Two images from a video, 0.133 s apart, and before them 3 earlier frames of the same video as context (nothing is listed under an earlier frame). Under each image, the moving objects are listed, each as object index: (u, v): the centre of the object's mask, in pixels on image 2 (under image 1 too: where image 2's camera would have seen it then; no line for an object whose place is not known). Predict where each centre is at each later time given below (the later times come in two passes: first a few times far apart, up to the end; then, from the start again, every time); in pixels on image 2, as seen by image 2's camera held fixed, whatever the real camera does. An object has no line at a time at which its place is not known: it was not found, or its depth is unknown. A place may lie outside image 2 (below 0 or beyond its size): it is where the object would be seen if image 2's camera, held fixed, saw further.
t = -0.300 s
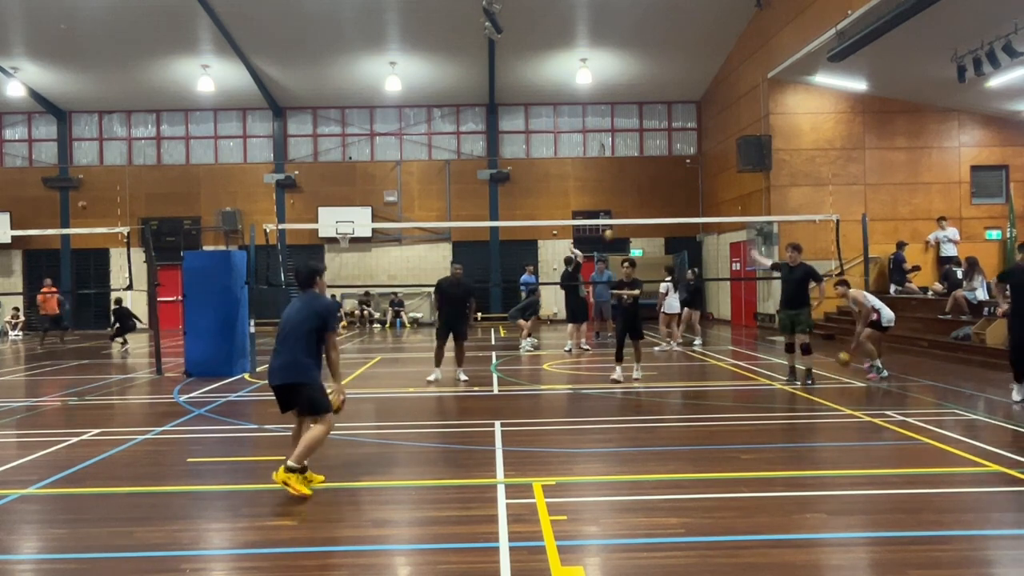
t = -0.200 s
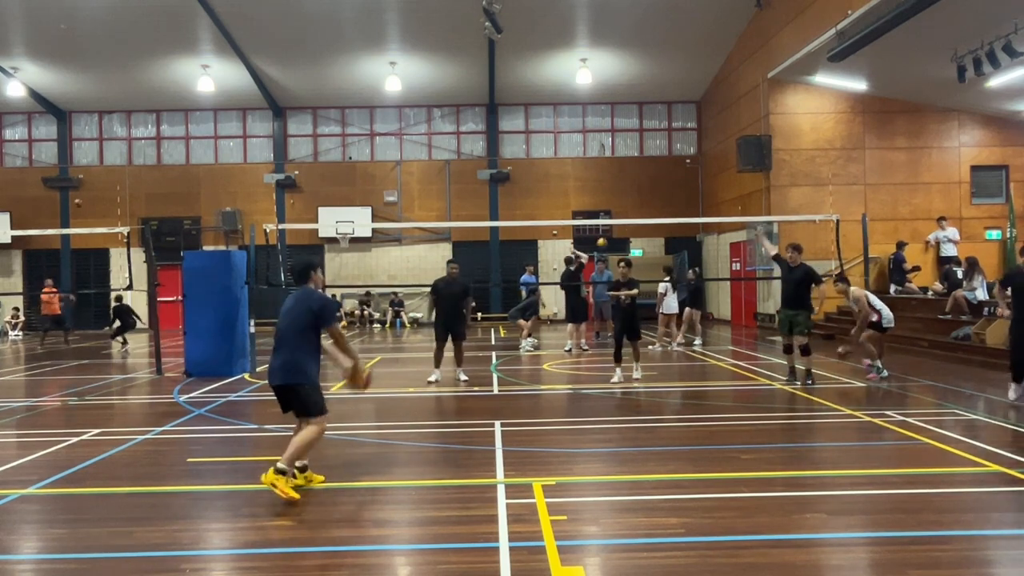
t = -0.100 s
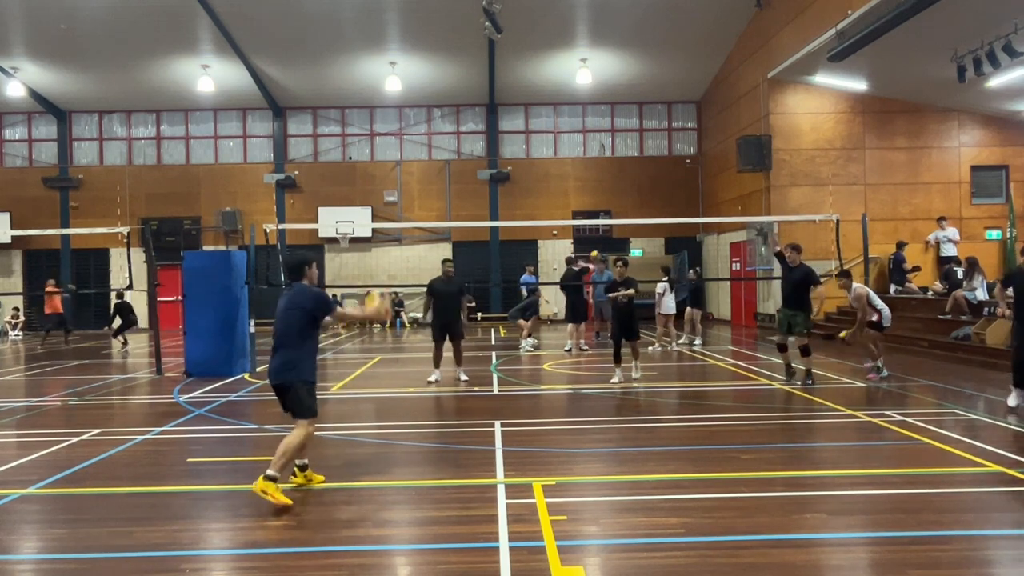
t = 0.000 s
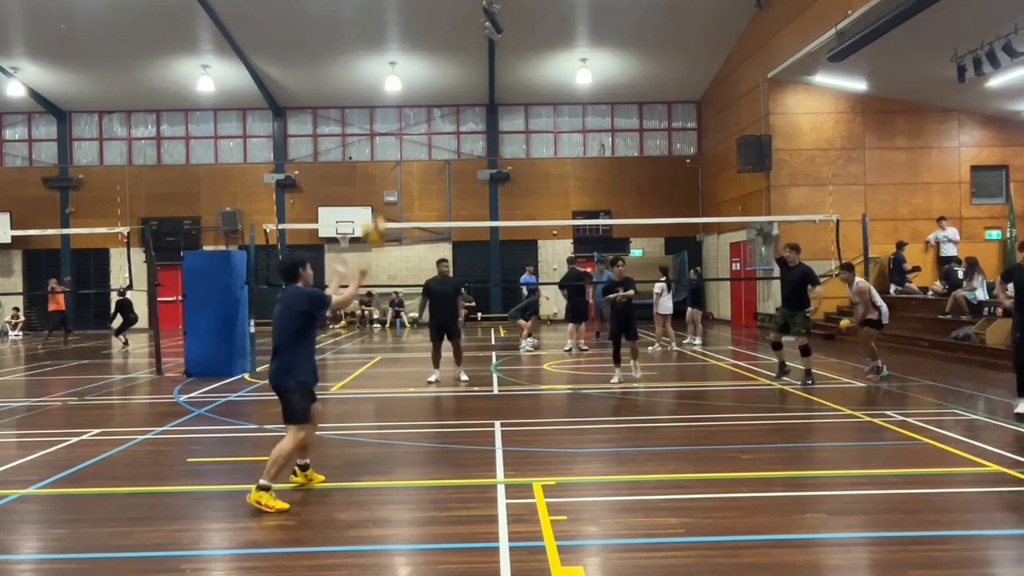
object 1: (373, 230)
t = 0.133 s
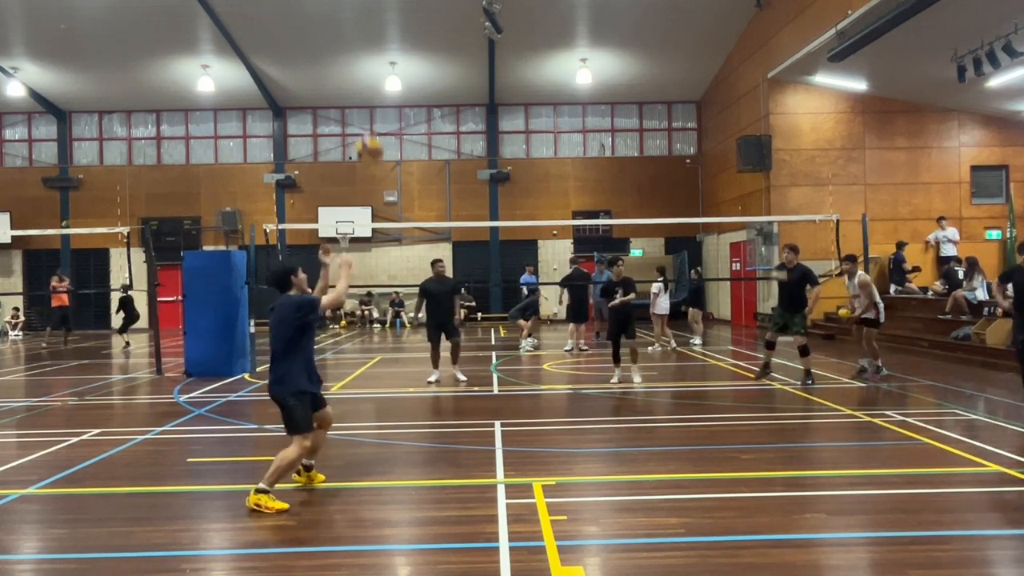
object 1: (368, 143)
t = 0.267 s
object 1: (366, 86)
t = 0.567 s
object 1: (358, 43)
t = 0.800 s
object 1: (355, 84)
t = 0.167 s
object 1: (368, 126)
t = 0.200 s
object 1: (367, 111)
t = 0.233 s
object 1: (365, 98)
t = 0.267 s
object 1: (366, 86)
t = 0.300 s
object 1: (365, 75)
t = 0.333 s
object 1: (363, 66)
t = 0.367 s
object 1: (363, 58)
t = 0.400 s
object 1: (361, 52)
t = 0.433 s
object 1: (360, 47)
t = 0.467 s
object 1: (360, 45)
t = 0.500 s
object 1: (359, 42)
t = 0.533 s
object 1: (358, 43)
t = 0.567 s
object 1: (358, 43)
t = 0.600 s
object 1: (358, 45)
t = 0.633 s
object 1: (358, 49)
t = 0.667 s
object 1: (357, 54)
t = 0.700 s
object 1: (358, 61)
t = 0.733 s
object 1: (358, 62)
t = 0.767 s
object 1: (358, 72)
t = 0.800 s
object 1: (355, 84)
